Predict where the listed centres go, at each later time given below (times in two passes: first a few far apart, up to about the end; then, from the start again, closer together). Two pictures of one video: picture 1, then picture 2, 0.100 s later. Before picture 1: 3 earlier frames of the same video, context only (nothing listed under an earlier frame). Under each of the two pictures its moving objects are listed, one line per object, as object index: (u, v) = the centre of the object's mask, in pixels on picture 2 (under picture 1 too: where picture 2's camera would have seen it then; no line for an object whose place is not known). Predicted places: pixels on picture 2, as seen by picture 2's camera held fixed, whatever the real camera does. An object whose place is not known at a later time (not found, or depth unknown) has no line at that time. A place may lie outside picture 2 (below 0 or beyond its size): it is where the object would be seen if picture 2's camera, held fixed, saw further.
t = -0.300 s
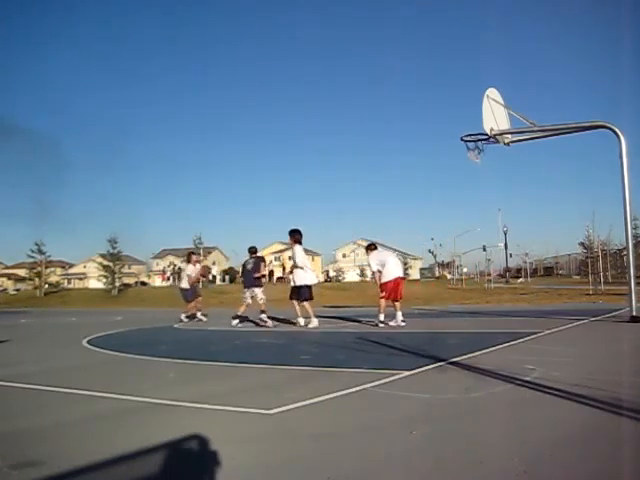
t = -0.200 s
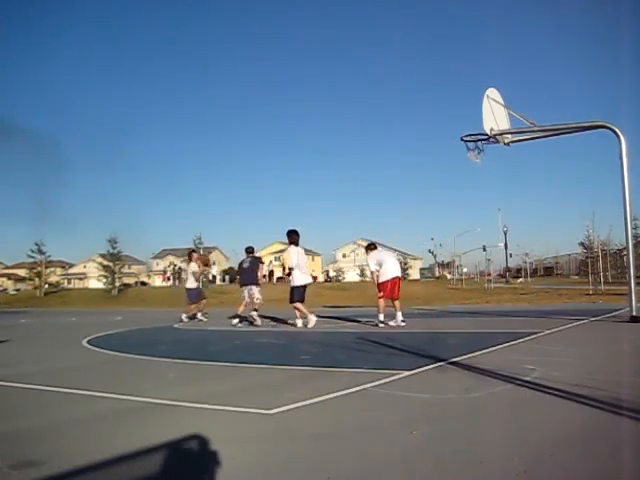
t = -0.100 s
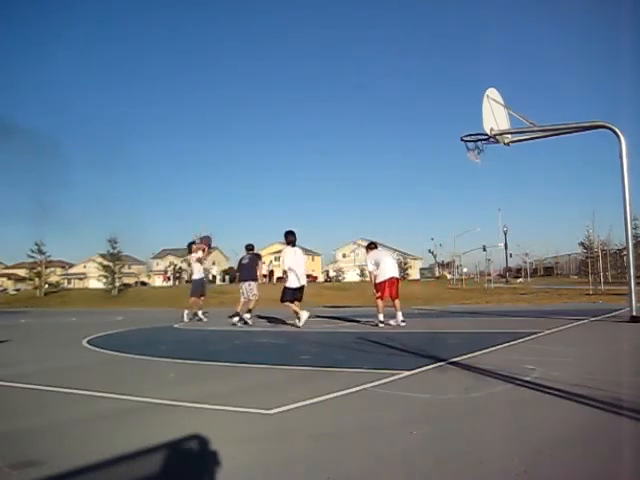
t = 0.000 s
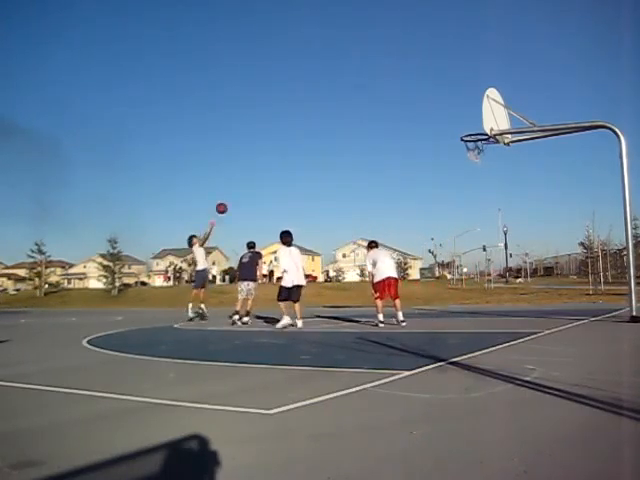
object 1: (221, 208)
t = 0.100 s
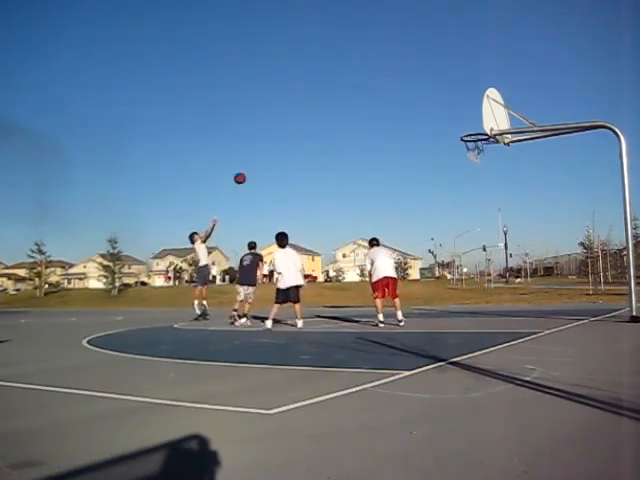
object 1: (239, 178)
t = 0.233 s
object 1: (265, 144)
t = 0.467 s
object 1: (315, 104)
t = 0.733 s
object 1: (378, 90)
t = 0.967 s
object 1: (441, 109)
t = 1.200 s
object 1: (468, 159)
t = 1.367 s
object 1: (448, 204)
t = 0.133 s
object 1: (246, 169)
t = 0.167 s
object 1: (252, 160)
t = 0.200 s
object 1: (259, 152)
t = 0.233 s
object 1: (265, 144)
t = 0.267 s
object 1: (272, 137)
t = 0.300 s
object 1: (279, 130)
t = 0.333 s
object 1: (286, 124)
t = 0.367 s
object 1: (293, 119)
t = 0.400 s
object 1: (300, 113)
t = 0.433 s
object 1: (308, 108)
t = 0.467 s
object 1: (315, 104)
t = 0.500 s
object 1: (322, 101)
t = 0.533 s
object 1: (330, 98)
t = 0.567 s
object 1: (338, 95)
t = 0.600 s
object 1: (346, 93)
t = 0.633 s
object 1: (354, 91)
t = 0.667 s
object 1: (362, 90)
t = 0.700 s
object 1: (370, 90)
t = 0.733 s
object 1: (378, 90)
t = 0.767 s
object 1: (387, 91)
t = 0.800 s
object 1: (396, 92)
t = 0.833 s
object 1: (404, 94)
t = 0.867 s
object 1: (413, 97)
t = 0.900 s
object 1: (423, 100)
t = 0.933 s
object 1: (432, 104)
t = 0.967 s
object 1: (441, 109)
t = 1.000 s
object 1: (451, 115)
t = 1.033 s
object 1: (461, 121)
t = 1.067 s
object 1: (471, 127)
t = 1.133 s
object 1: (477, 144)
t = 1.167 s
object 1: (472, 151)
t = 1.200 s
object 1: (468, 159)
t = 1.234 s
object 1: (464, 167)
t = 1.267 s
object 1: (459, 176)
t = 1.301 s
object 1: (455, 185)
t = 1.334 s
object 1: (452, 194)
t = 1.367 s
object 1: (448, 204)
